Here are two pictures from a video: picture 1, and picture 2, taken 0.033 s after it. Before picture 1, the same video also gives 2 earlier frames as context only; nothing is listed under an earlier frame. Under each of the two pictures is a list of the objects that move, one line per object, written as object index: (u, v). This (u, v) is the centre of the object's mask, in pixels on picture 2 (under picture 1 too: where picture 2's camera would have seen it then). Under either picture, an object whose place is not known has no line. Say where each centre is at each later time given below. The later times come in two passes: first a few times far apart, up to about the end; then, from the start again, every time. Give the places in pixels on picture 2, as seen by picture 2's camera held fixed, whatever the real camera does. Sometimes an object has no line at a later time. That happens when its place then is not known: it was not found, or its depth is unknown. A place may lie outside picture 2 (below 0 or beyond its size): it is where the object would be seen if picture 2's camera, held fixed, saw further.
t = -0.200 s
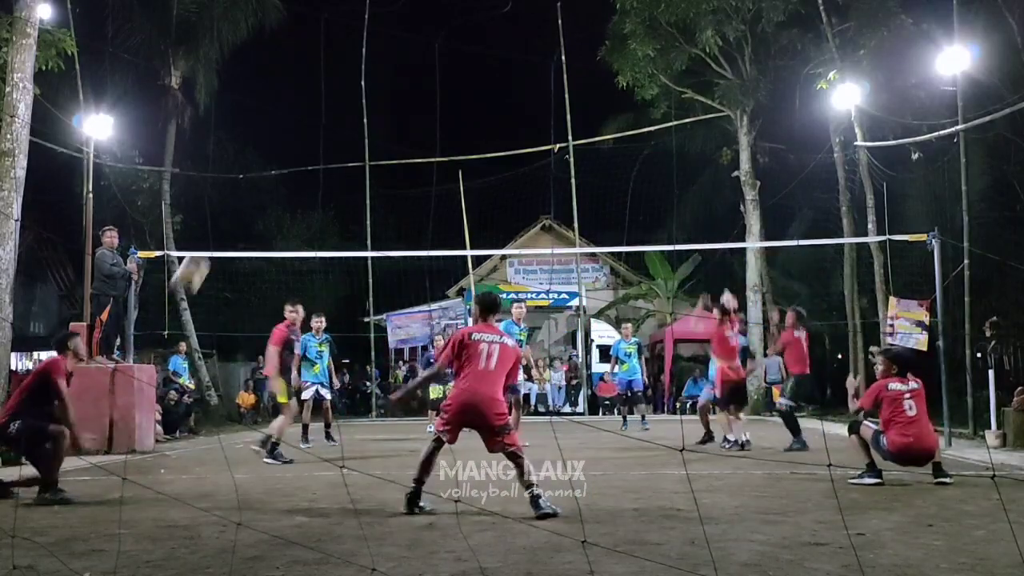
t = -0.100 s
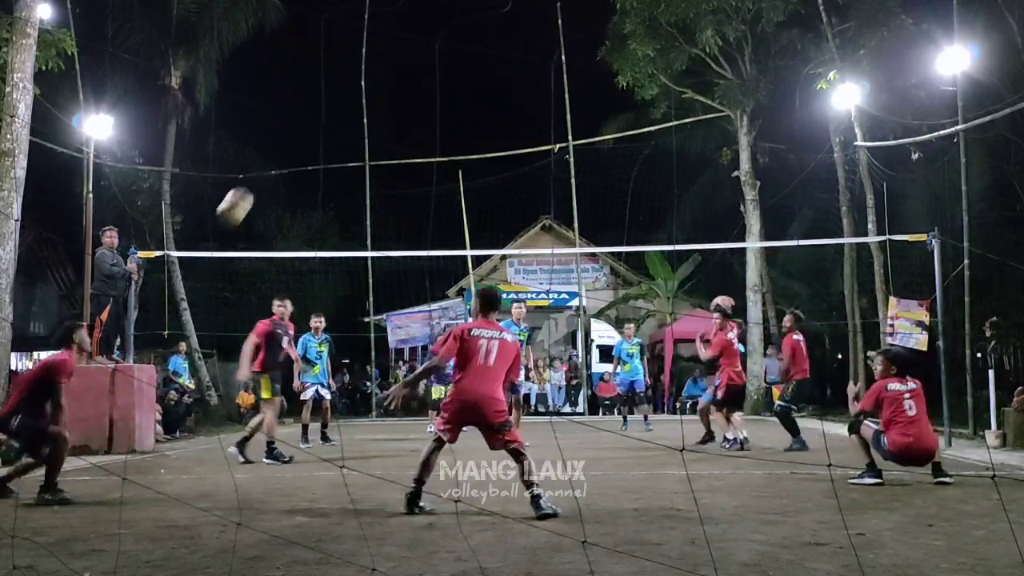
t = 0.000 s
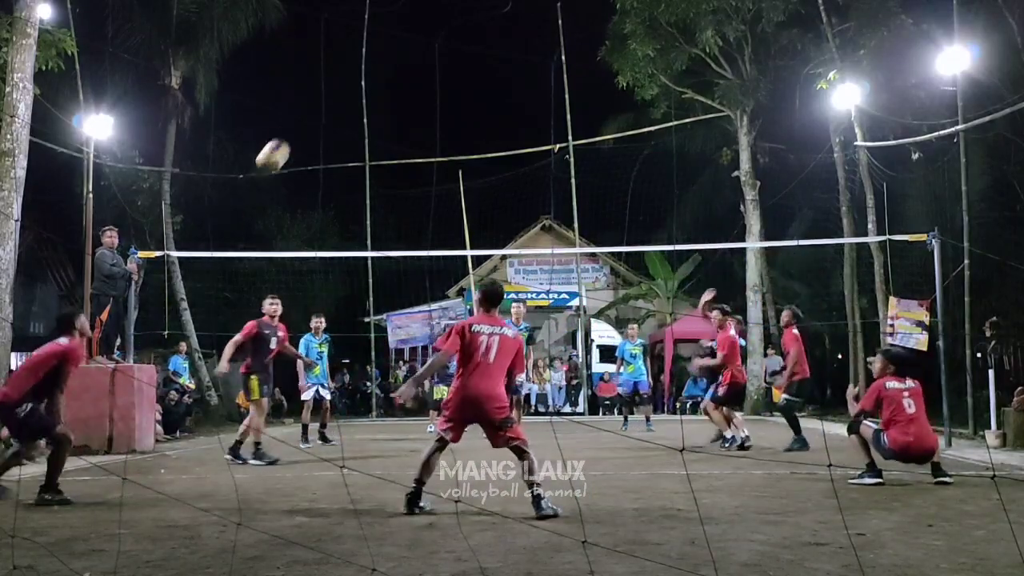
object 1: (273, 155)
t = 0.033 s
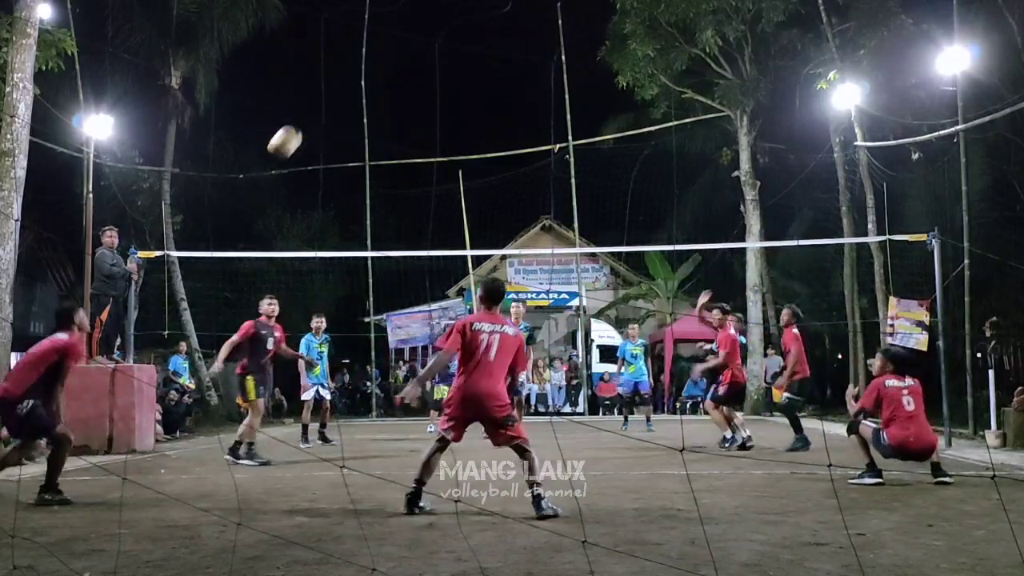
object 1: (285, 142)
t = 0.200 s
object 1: (337, 96)
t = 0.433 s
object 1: (395, 83)
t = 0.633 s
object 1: (436, 110)
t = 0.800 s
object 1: (465, 154)
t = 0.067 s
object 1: (296, 130)
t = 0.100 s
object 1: (307, 120)
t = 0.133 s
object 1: (317, 110)
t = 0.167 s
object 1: (327, 103)
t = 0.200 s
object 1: (337, 96)
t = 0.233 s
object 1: (346, 91)
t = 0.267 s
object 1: (355, 87)
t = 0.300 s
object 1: (363, 84)
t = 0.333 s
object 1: (372, 82)
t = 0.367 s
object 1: (379, 82)
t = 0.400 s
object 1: (387, 82)
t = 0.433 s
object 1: (395, 83)
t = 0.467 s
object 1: (402, 85)
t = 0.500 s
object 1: (409, 89)
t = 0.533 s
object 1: (416, 92)
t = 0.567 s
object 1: (423, 98)
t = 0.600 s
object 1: (429, 103)
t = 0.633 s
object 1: (436, 110)
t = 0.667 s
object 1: (442, 117)
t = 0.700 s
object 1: (448, 126)
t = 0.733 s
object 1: (454, 135)
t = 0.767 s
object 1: (459, 144)
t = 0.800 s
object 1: (465, 154)
